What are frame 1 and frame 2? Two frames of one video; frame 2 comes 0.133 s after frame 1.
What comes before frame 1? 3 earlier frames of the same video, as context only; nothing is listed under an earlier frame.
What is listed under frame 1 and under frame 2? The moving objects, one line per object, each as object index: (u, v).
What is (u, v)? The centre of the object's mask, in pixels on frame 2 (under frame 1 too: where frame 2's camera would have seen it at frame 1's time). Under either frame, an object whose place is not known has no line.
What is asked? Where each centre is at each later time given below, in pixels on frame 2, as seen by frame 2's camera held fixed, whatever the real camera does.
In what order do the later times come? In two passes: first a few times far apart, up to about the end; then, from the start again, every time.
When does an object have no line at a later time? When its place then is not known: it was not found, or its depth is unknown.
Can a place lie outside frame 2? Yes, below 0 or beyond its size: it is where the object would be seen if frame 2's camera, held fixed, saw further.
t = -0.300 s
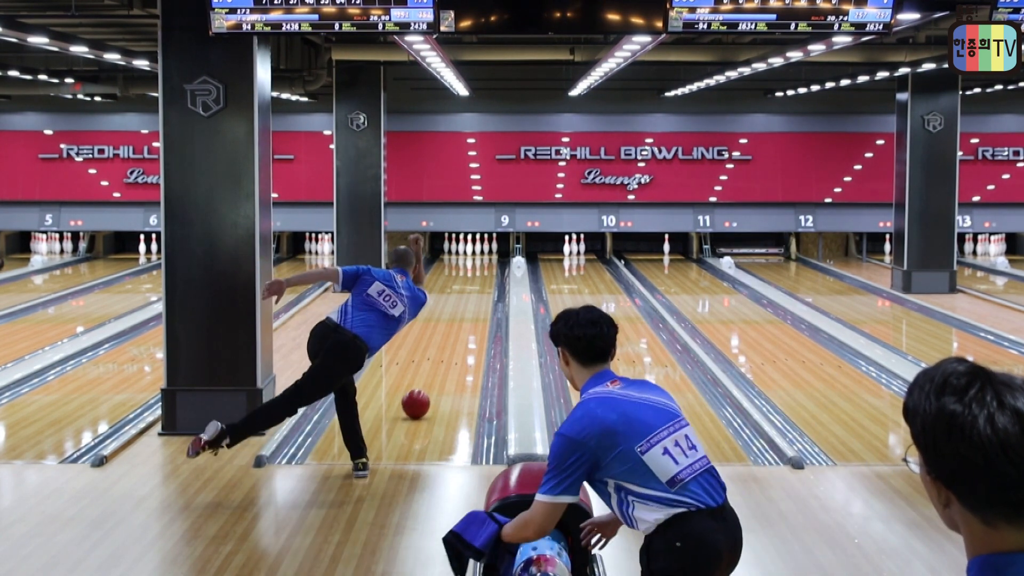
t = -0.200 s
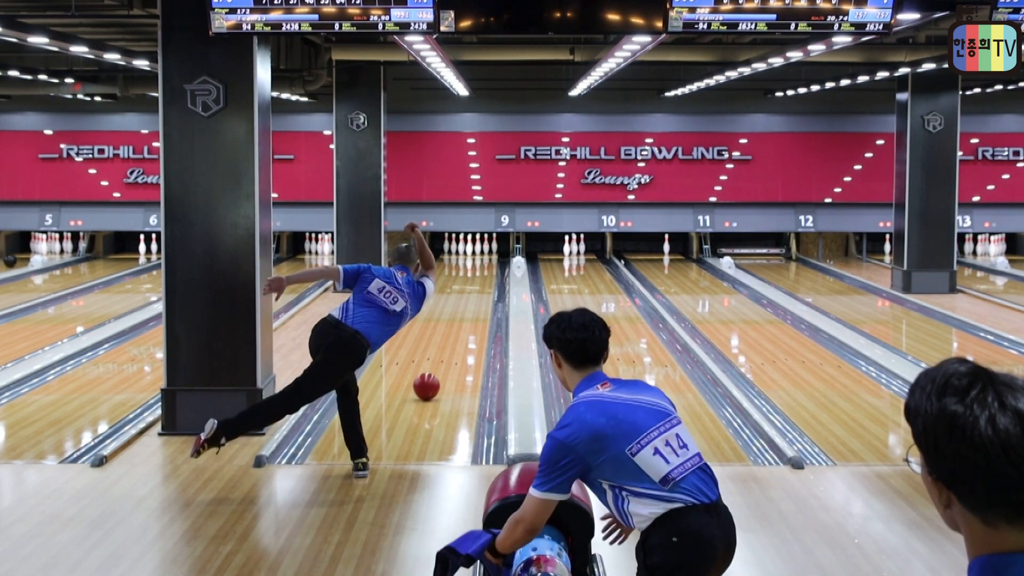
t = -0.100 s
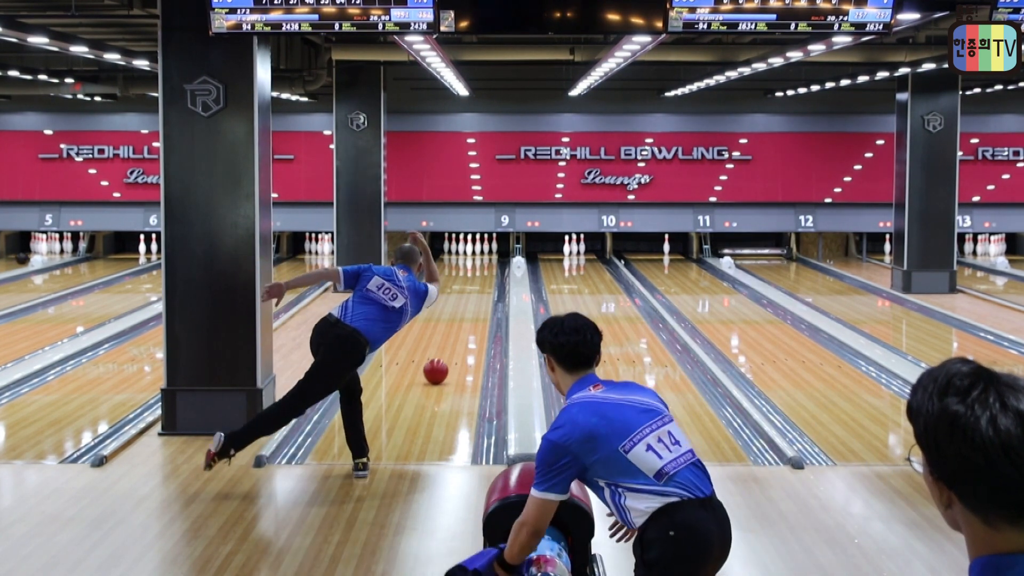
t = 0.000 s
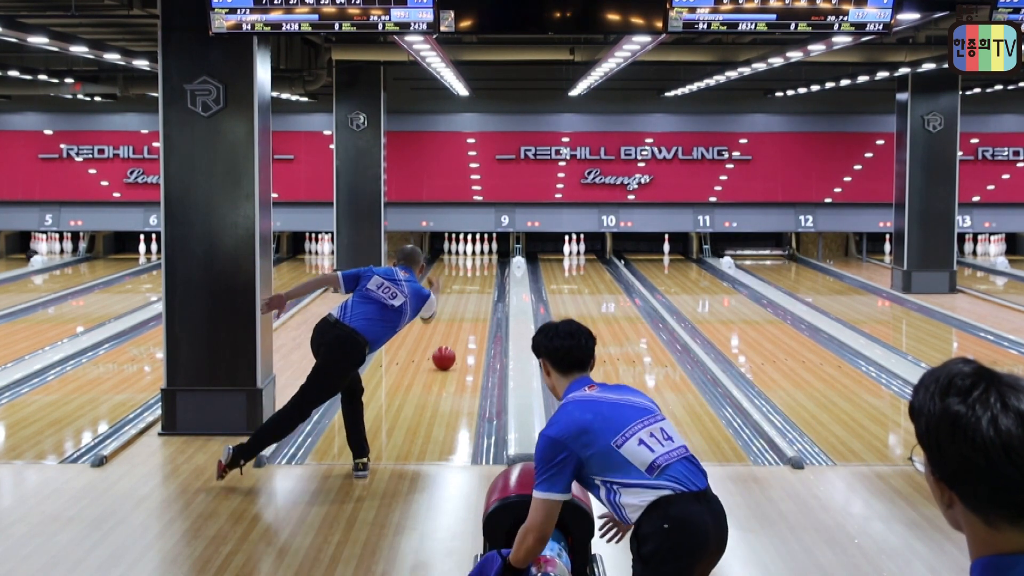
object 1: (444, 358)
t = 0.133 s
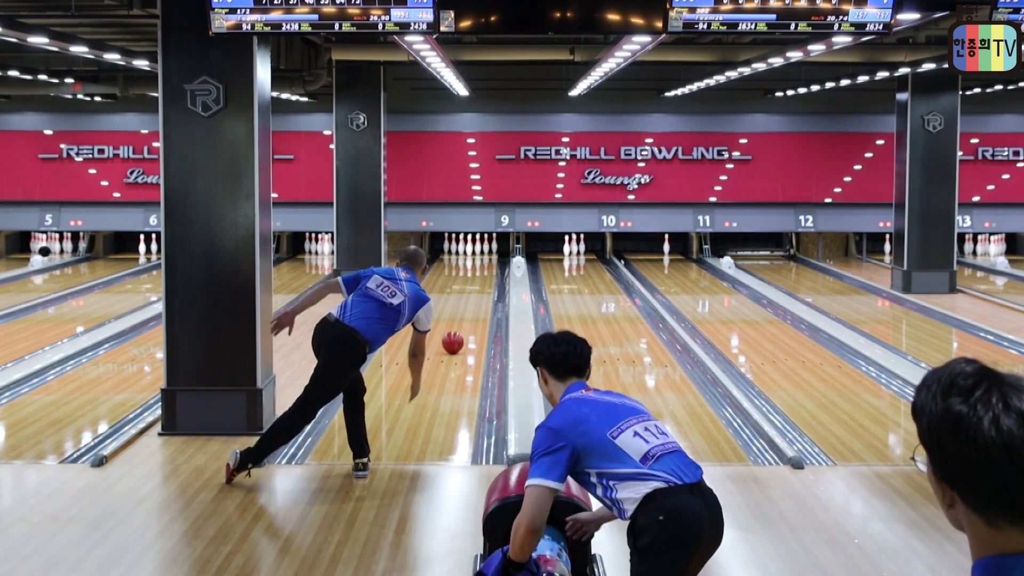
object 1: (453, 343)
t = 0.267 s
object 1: (460, 329)
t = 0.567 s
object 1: (472, 305)
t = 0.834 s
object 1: (479, 289)
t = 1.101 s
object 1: (484, 276)
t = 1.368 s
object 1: (485, 265)
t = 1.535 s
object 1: (484, 260)
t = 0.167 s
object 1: (455, 339)
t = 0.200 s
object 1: (456, 336)
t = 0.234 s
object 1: (458, 333)
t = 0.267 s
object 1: (460, 329)
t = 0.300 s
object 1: (461, 327)
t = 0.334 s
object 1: (463, 324)
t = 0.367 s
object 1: (465, 321)
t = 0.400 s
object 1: (466, 318)
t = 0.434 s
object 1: (467, 315)
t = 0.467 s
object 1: (468, 313)
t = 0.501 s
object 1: (470, 310)
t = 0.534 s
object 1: (471, 308)
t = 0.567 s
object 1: (472, 305)
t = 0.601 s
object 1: (473, 303)
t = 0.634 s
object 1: (474, 301)
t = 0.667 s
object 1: (475, 299)
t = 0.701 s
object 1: (476, 297)
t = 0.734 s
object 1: (477, 295)
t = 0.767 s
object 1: (478, 293)
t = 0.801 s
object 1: (478, 291)
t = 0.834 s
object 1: (479, 289)
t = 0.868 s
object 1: (480, 287)
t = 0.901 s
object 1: (480, 285)
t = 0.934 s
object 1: (481, 283)
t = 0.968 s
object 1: (482, 282)
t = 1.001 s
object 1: (482, 280)
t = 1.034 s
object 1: (483, 279)
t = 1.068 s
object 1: (483, 277)
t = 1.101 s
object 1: (484, 276)
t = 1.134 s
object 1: (484, 274)
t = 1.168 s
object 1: (484, 273)
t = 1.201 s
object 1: (485, 271)
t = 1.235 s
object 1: (485, 270)
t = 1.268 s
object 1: (485, 269)
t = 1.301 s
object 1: (485, 268)
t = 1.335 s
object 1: (485, 266)
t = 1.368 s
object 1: (485, 265)
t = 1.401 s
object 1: (485, 264)
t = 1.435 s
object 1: (485, 263)
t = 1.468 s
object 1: (484, 262)
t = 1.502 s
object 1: (484, 261)
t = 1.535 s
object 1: (484, 260)
